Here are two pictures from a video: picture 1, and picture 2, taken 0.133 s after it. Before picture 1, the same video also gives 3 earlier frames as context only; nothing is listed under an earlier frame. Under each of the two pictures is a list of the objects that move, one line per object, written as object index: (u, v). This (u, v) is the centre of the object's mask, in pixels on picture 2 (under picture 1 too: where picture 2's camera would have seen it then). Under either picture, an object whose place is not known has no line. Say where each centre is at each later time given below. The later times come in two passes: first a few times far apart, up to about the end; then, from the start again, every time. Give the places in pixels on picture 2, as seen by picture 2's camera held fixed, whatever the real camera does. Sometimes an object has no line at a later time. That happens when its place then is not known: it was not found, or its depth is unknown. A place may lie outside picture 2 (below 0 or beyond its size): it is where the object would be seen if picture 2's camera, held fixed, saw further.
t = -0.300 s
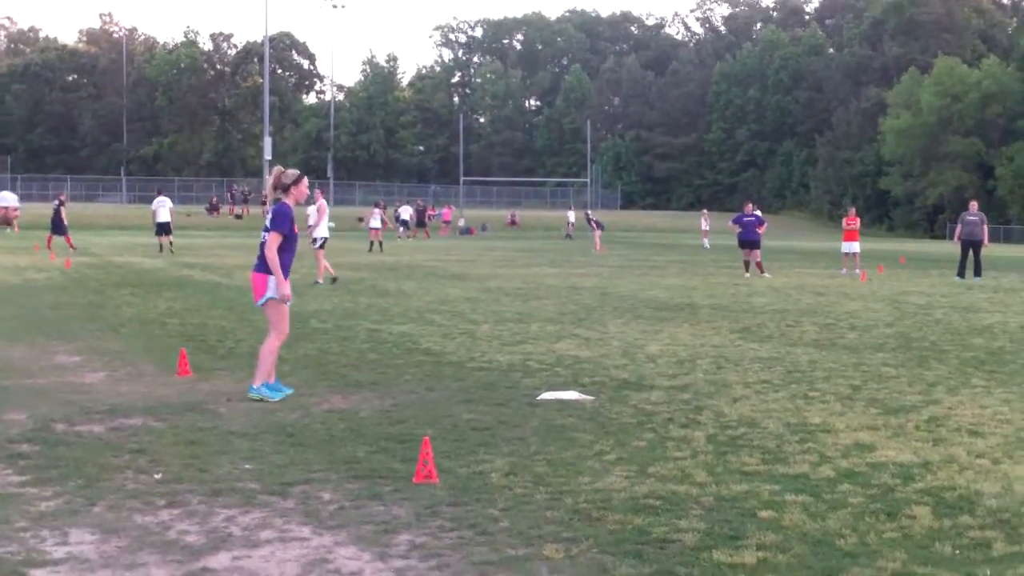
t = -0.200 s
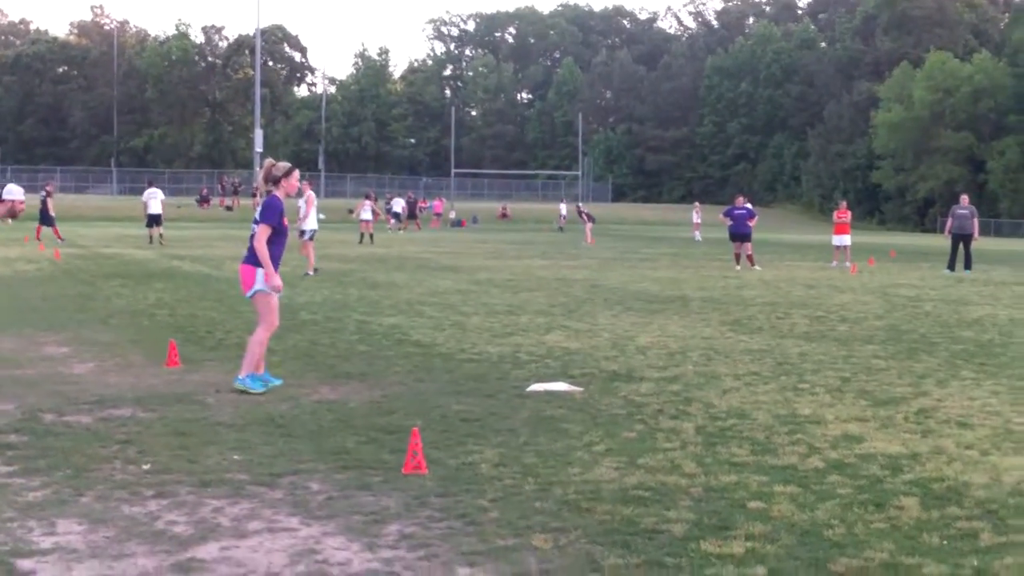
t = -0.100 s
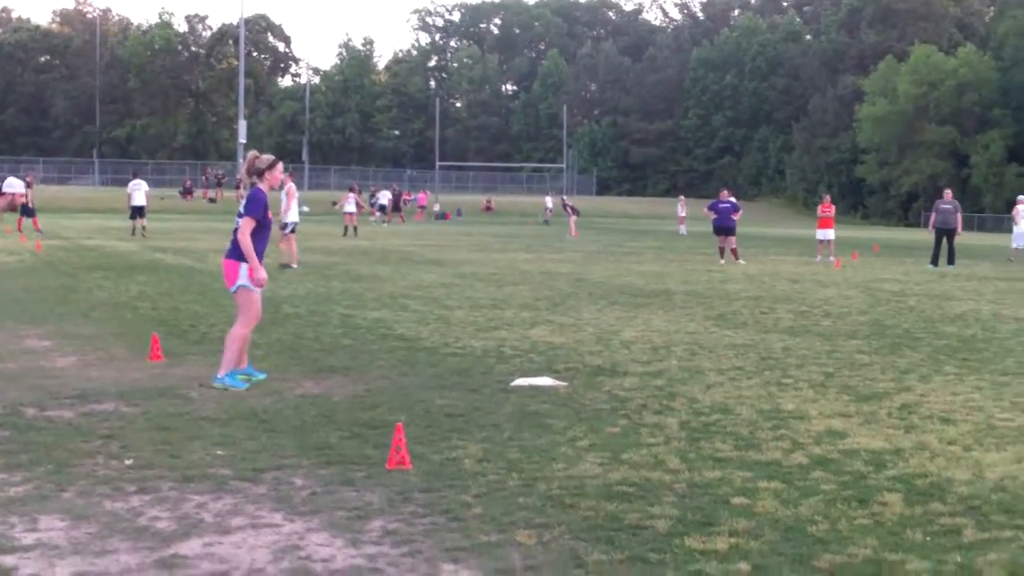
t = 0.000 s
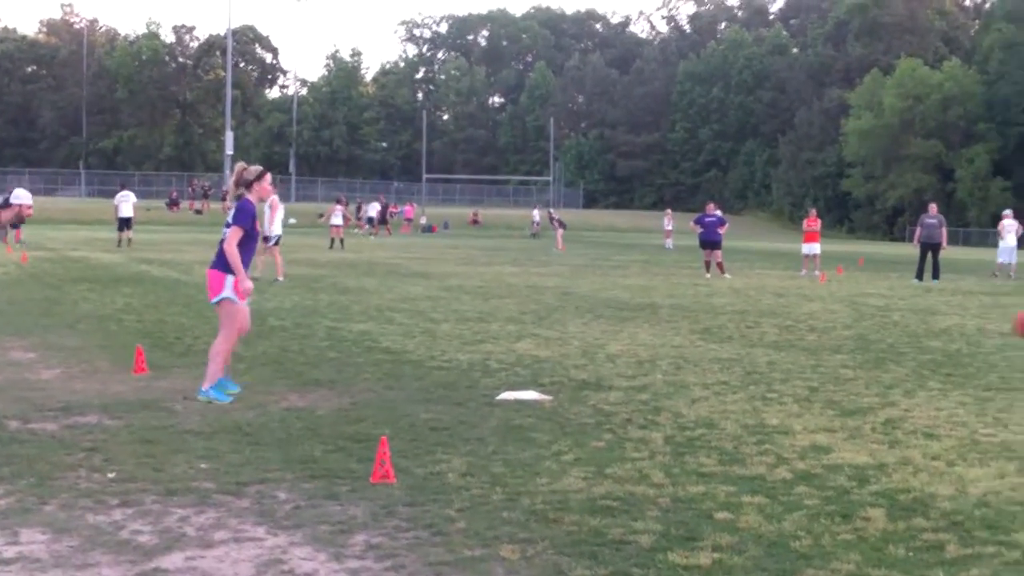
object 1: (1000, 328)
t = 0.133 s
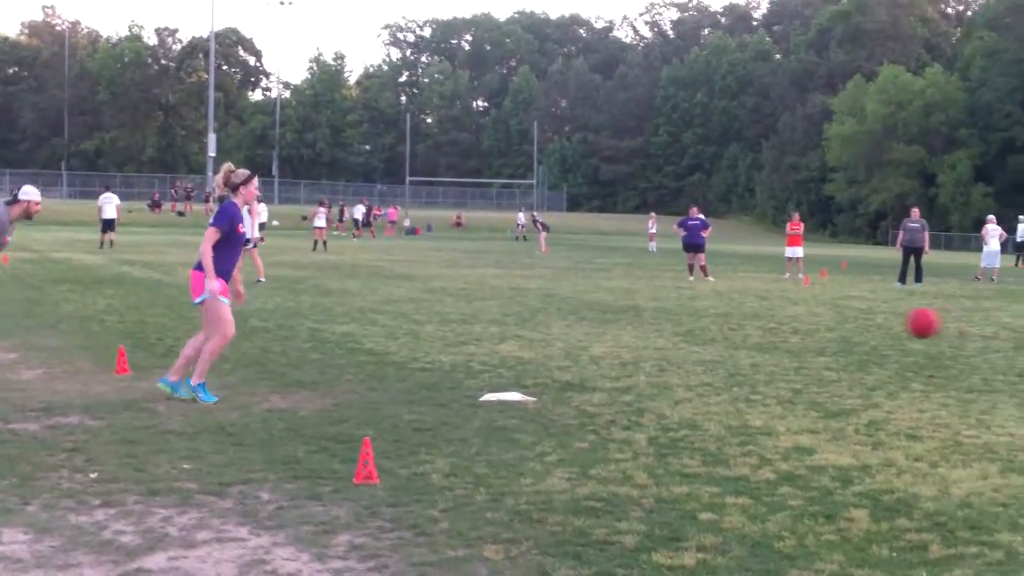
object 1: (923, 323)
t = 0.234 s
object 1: (852, 334)
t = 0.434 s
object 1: (702, 377)
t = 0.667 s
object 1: (521, 354)
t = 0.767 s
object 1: (437, 369)
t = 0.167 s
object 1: (900, 325)
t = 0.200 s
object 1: (877, 328)
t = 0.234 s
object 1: (852, 334)
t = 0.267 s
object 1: (827, 340)
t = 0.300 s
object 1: (802, 349)
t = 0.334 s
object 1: (776, 359)
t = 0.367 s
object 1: (749, 372)
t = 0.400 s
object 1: (724, 380)
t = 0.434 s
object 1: (702, 377)
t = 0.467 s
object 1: (676, 368)
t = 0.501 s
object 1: (652, 362)
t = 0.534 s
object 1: (626, 358)
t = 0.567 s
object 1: (601, 354)
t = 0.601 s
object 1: (574, 352)
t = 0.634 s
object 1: (549, 352)
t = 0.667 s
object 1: (521, 354)
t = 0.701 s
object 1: (494, 357)
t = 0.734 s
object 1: (465, 362)
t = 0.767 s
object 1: (437, 369)
